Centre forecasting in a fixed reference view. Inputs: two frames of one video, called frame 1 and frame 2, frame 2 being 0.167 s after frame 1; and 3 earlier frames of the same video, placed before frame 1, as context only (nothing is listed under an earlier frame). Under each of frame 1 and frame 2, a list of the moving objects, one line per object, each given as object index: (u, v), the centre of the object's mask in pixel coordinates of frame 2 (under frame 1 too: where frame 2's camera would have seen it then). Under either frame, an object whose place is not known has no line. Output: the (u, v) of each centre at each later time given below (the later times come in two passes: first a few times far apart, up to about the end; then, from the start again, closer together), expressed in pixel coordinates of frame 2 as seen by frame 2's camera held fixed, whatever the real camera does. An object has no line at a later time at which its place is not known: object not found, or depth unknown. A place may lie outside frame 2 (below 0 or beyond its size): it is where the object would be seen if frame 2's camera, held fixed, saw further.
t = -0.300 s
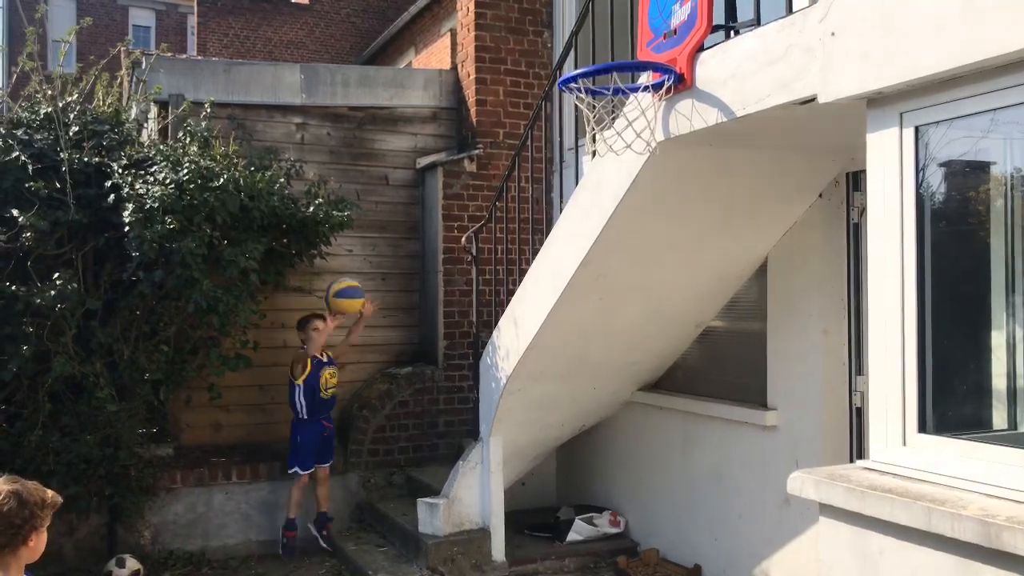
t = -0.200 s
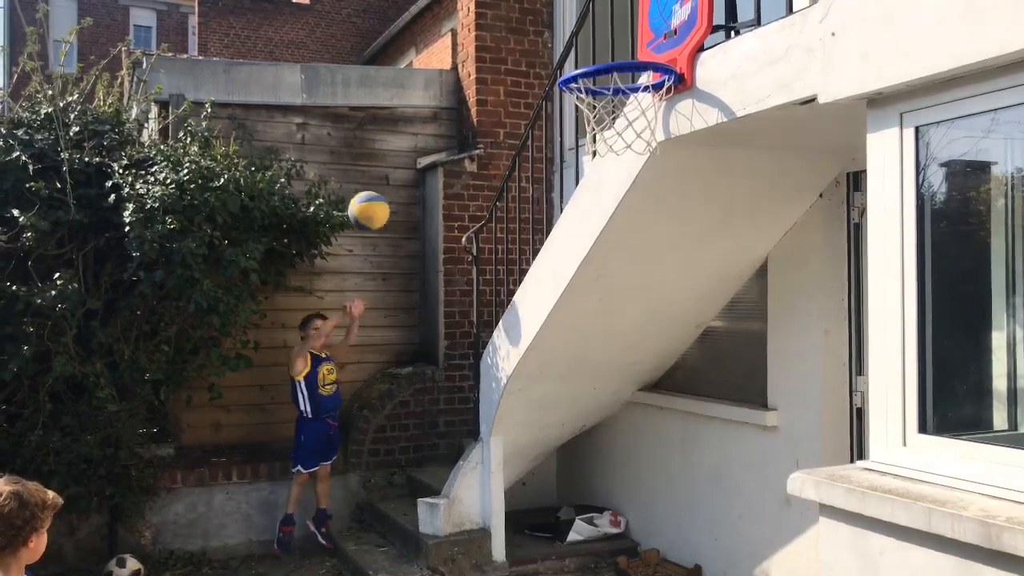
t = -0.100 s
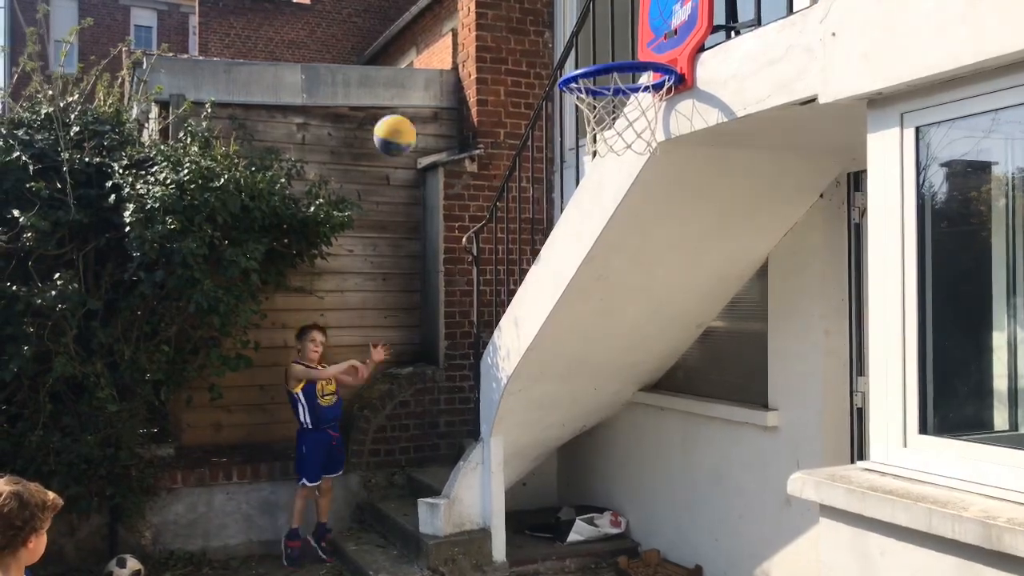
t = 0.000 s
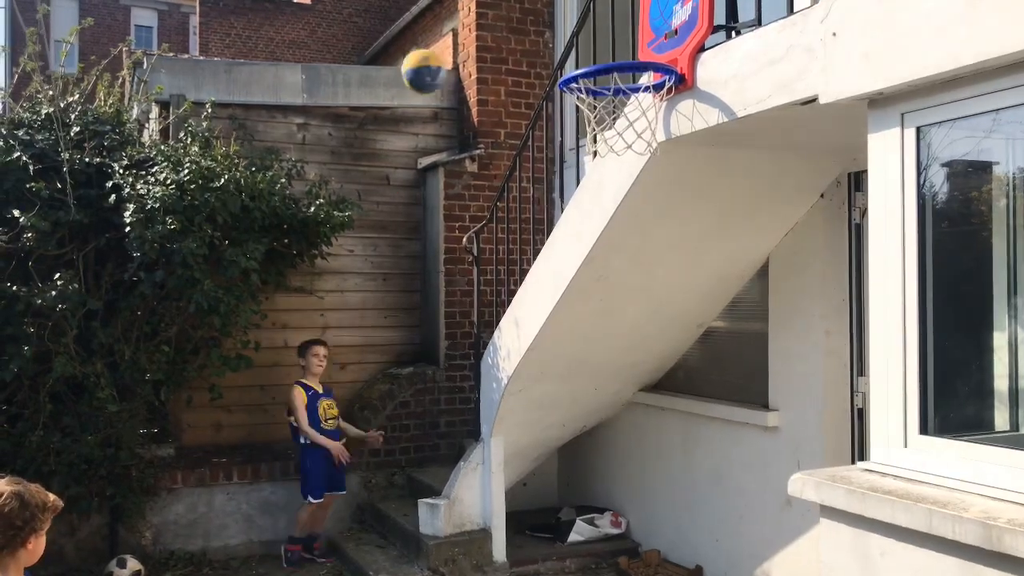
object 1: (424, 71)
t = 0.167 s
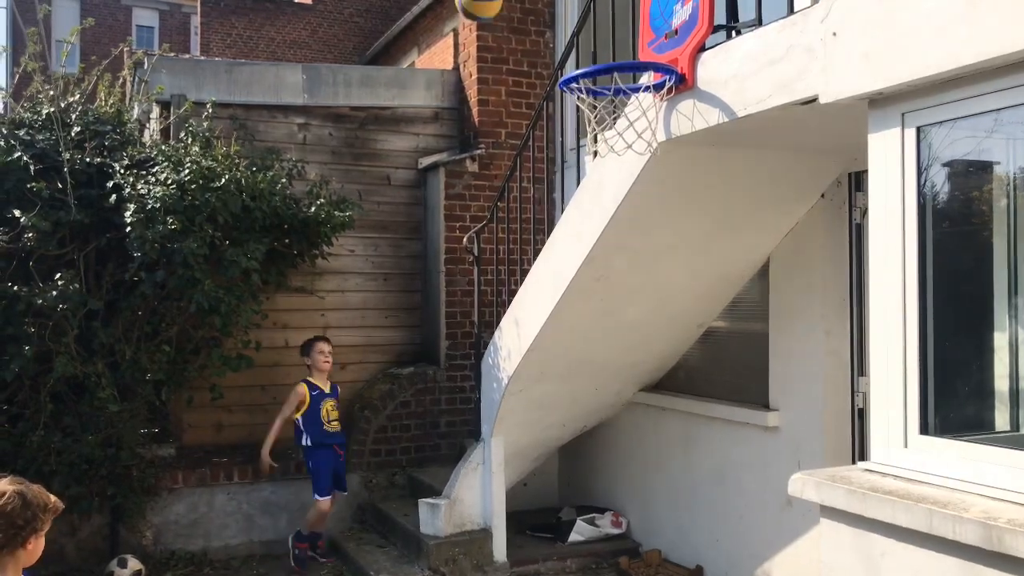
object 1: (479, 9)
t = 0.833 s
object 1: (604, 33)
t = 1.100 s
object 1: (553, 176)
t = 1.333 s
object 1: (507, 512)
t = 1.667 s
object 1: (445, 501)
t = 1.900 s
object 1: (408, 270)
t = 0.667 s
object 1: (640, 31)
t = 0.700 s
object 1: (632, 29)
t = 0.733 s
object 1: (624, 28)
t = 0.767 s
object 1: (616, 28)
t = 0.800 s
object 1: (609, 30)
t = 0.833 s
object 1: (604, 33)
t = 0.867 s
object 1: (599, 38)
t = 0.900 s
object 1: (592, 46)
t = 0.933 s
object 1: (586, 60)
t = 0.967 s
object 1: (580, 75)
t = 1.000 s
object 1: (572, 95)
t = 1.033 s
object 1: (566, 118)
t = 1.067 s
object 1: (559, 145)
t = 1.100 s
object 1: (553, 176)
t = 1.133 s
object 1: (546, 211)
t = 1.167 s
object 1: (540, 250)
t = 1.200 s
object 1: (533, 293)
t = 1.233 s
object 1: (527, 340)
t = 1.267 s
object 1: (521, 392)
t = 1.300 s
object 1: (514, 449)
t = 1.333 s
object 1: (507, 512)
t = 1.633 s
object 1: (451, 544)
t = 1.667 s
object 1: (445, 501)
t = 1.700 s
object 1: (439, 458)
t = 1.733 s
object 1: (435, 418)
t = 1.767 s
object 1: (430, 381)
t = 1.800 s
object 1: (424, 348)
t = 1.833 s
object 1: (419, 319)
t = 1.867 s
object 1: (414, 292)
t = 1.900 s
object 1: (408, 270)
